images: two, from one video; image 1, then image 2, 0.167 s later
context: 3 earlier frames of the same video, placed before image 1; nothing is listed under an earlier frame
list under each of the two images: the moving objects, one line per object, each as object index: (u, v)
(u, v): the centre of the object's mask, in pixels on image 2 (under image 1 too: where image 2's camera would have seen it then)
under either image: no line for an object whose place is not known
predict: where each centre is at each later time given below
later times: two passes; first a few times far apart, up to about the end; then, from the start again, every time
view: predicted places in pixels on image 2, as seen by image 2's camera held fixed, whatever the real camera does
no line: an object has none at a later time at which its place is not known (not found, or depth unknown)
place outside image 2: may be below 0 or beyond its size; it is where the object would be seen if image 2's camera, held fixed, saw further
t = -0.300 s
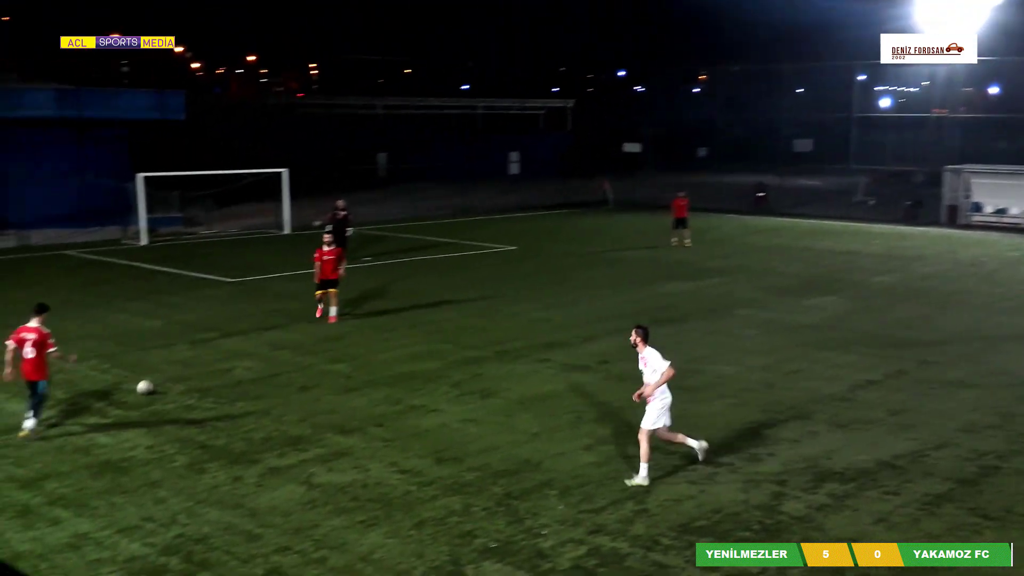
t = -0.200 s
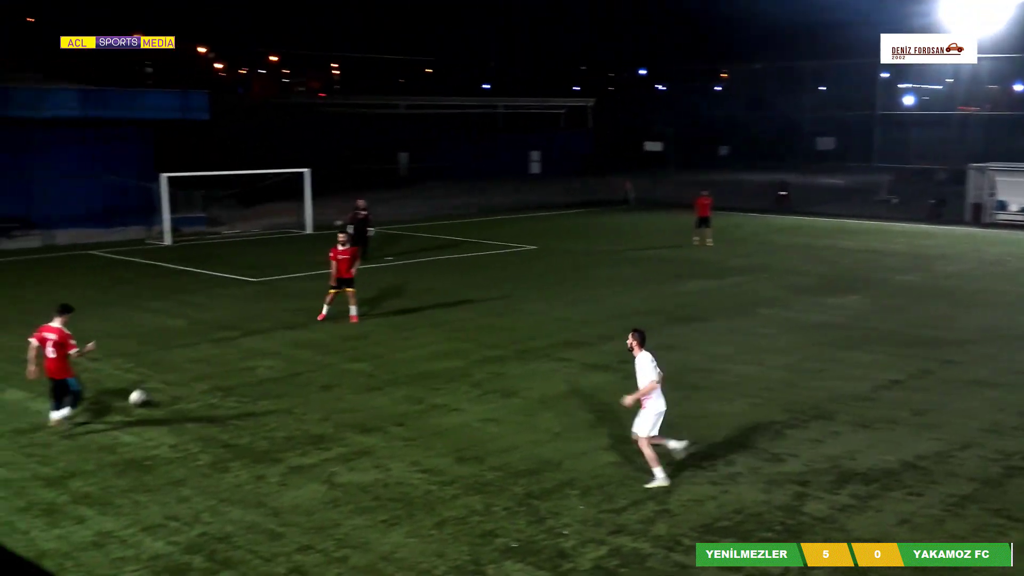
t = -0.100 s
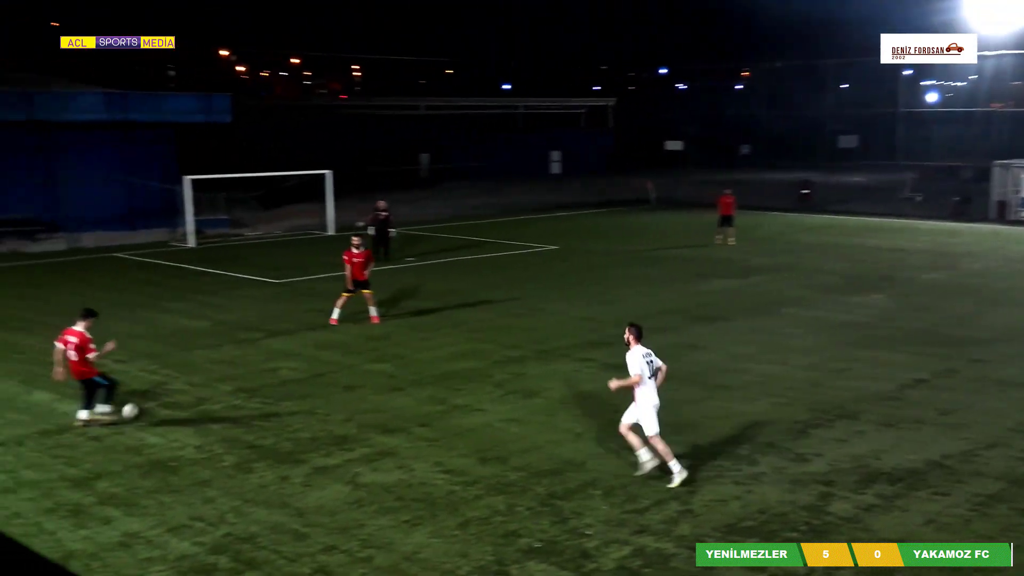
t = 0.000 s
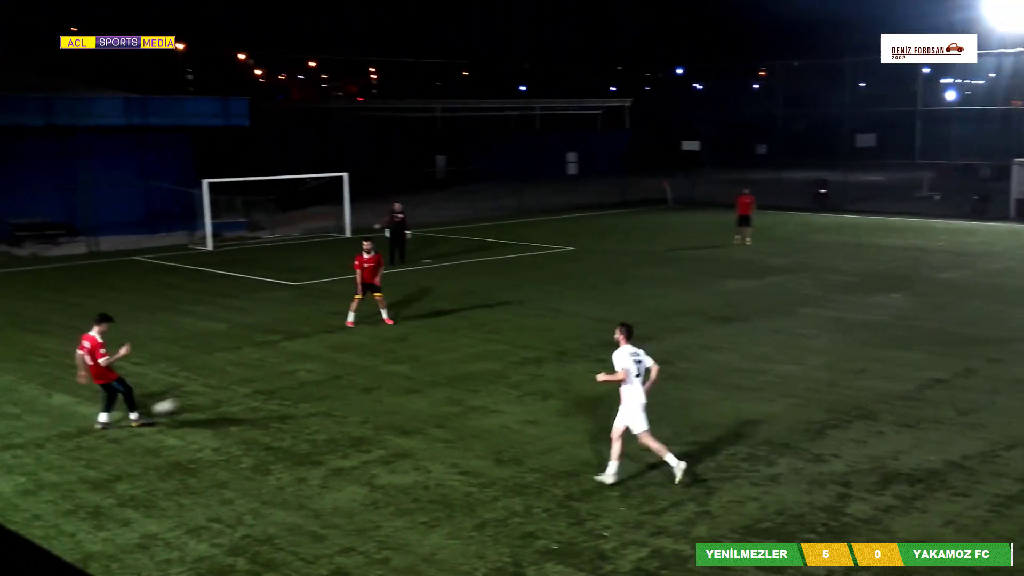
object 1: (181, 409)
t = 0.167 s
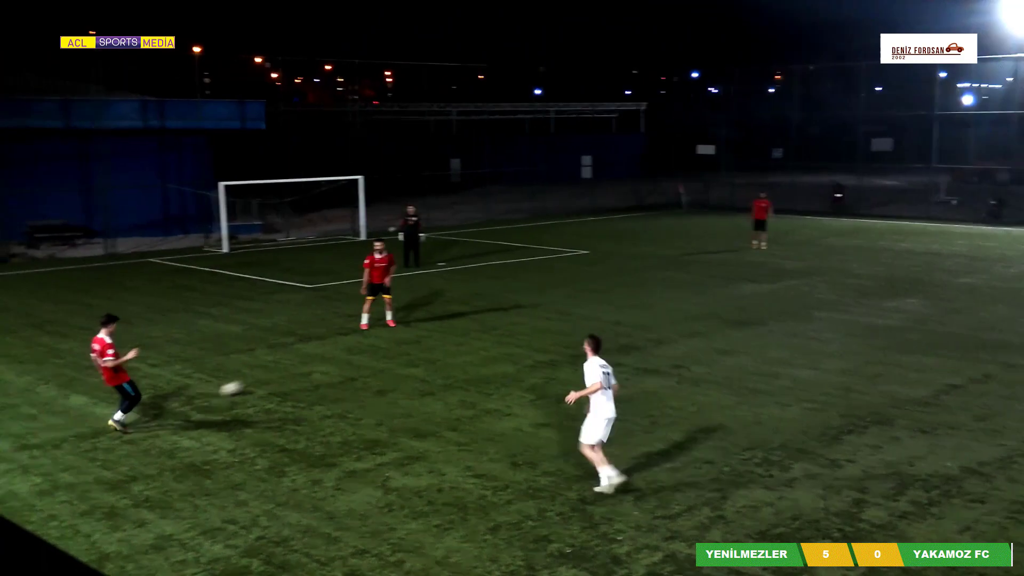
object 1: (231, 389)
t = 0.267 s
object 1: (256, 379)
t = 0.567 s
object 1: (307, 358)
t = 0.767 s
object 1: (331, 348)
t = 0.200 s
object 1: (240, 385)
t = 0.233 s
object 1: (248, 381)
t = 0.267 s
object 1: (256, 379)
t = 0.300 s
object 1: (262, 376)
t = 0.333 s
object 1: (268, 373)
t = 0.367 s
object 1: (275, 371)
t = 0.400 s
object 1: (281, 368)
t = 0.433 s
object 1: (286, 366)
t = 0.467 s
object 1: (292, 364)
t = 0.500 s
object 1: (297, 362)
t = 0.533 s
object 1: (302, 360)
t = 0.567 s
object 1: (307, 358)
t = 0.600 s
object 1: (311, 356)
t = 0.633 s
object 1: (315, 354)
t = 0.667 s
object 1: (319, 353)
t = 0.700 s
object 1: (324, 351)
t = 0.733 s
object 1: (327, 349)
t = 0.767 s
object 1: (331, 348)
